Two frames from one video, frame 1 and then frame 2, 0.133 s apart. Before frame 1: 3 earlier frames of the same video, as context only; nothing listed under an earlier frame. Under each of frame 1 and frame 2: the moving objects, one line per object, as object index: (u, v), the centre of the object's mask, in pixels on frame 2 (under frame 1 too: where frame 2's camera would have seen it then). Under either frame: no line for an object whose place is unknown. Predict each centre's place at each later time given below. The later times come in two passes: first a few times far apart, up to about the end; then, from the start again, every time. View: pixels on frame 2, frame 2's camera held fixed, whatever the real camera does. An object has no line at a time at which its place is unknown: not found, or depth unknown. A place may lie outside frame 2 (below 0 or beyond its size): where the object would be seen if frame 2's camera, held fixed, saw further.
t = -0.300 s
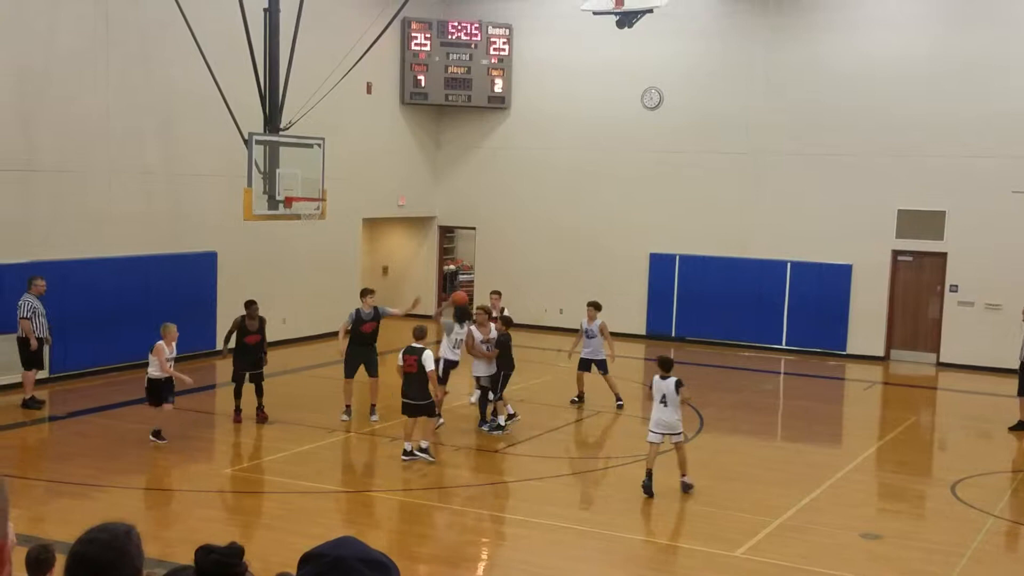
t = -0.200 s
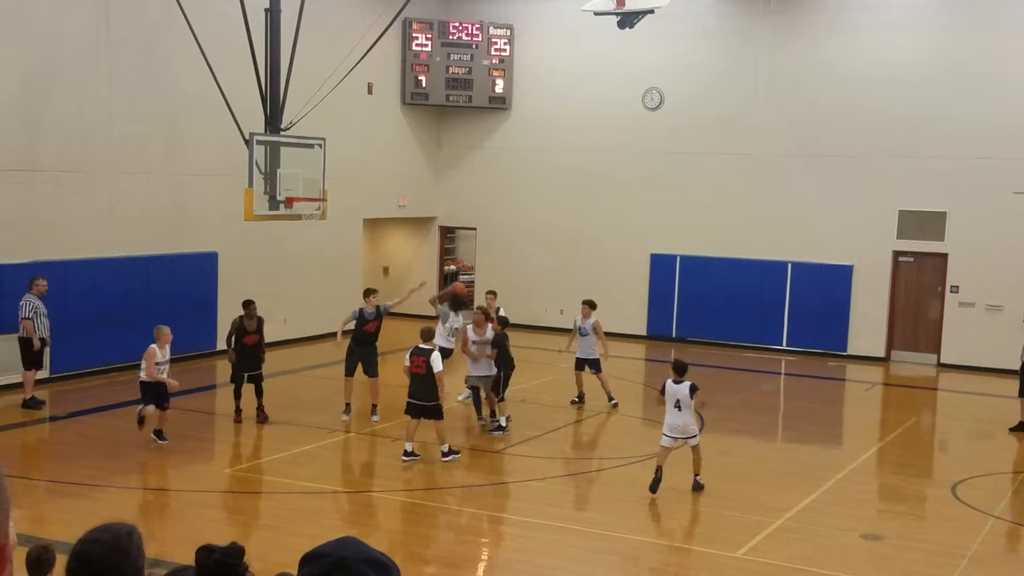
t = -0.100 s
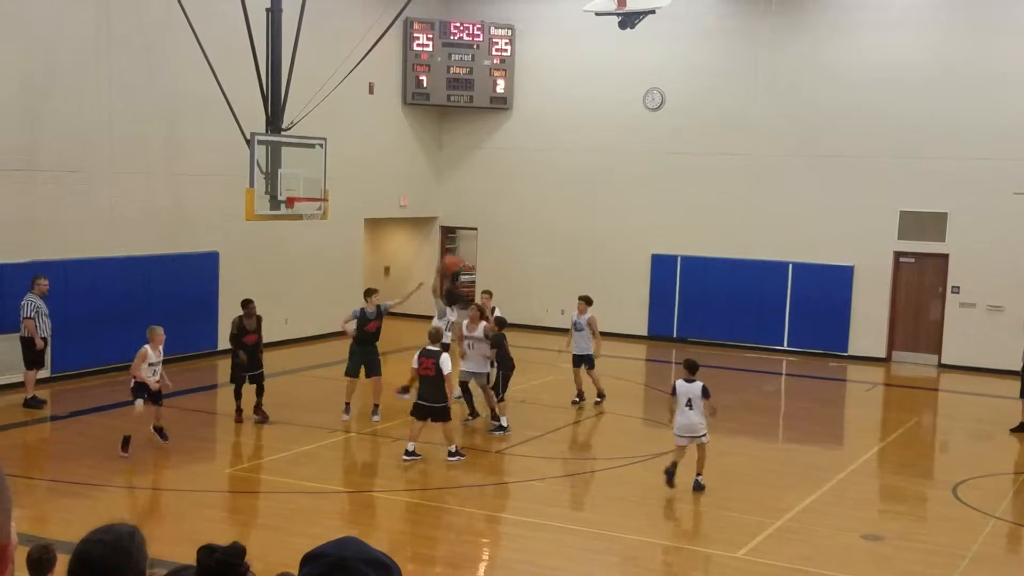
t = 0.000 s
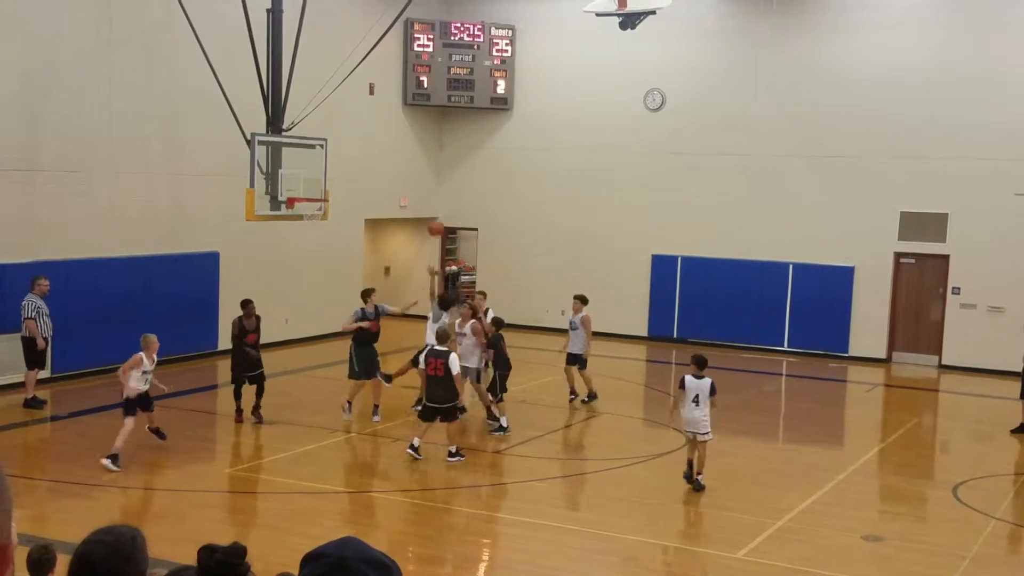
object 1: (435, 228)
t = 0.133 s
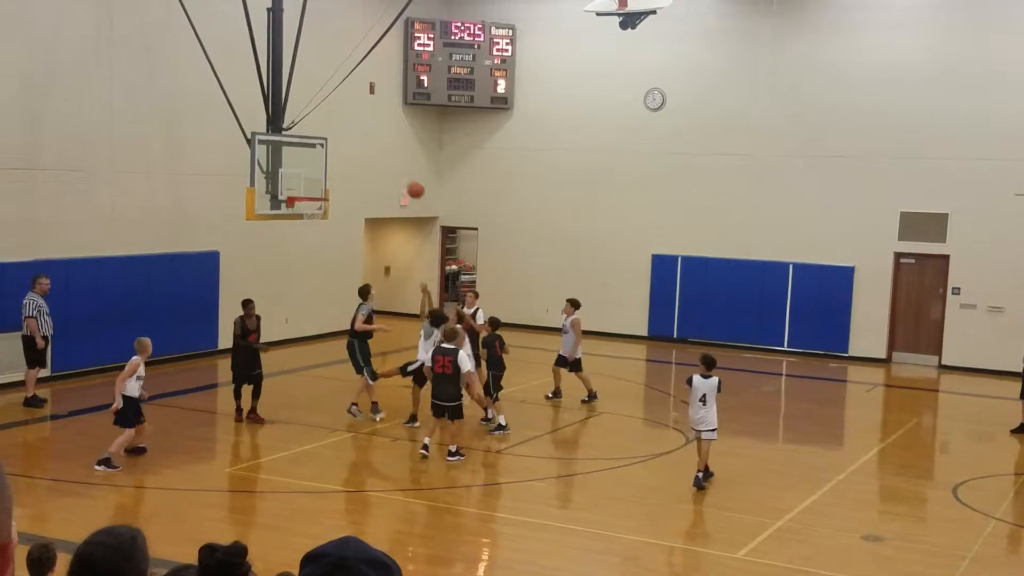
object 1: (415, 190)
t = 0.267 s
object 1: (395, 166)
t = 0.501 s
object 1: (362, 154)
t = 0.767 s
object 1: (325, 186)
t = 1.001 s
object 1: (289, 187)
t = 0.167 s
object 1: (410, 182)
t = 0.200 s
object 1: (405, 177)
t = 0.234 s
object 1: (400, 171)
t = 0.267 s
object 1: (395, 166)
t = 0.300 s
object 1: (391, 162)
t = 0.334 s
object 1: (386, 159)
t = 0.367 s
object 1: (381, 157)
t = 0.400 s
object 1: (376, 155)
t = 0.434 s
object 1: (372, 154)
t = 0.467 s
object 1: (367, 154)
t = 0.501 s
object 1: (362, 154)
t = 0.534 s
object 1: (357, 156)
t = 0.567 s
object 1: (353, 158)
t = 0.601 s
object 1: (348, 161)
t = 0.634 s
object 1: (343, 165)
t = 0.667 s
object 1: (339, 169)
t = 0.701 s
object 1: (335, 174)
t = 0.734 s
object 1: (330, 179)
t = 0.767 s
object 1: (325, 186)
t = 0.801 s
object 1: (321, 193)
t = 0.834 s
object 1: (316, 192)
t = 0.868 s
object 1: (310, 191)
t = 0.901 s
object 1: (304, 190)
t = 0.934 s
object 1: (298, 190)
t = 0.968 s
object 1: (293, 188)
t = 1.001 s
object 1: (289, 187)
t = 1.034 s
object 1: (290, 186)
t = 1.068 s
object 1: (291, 186)
